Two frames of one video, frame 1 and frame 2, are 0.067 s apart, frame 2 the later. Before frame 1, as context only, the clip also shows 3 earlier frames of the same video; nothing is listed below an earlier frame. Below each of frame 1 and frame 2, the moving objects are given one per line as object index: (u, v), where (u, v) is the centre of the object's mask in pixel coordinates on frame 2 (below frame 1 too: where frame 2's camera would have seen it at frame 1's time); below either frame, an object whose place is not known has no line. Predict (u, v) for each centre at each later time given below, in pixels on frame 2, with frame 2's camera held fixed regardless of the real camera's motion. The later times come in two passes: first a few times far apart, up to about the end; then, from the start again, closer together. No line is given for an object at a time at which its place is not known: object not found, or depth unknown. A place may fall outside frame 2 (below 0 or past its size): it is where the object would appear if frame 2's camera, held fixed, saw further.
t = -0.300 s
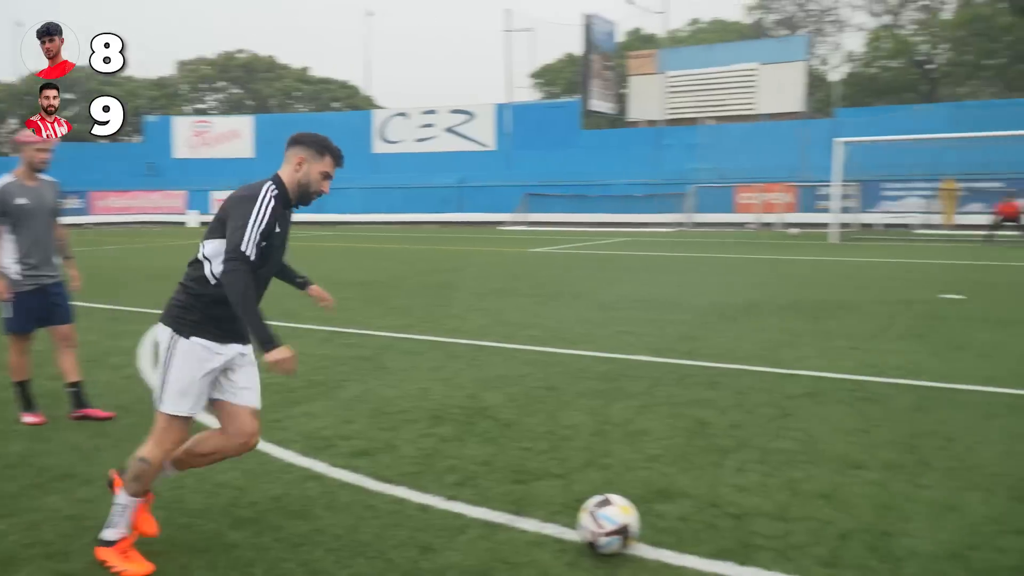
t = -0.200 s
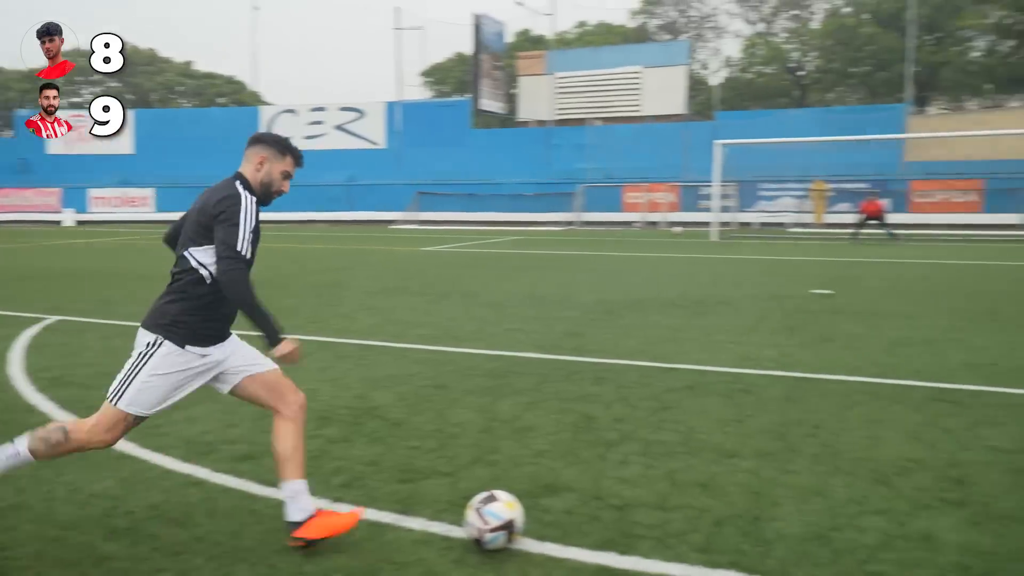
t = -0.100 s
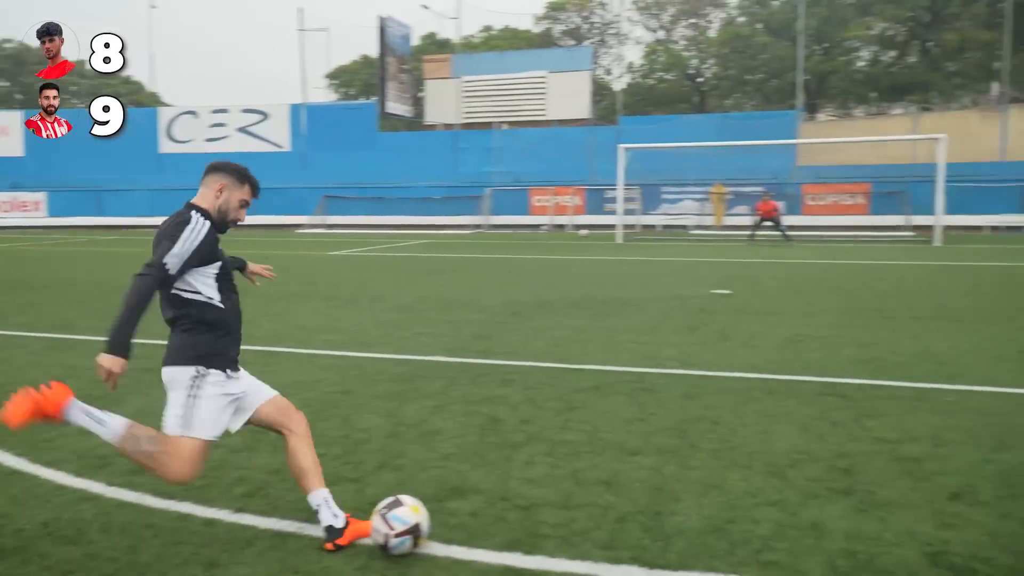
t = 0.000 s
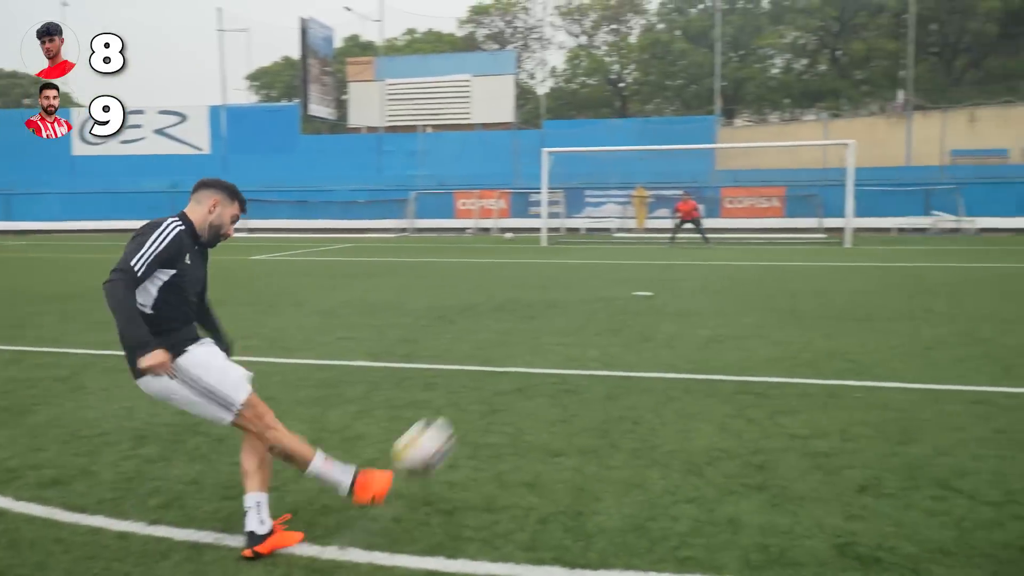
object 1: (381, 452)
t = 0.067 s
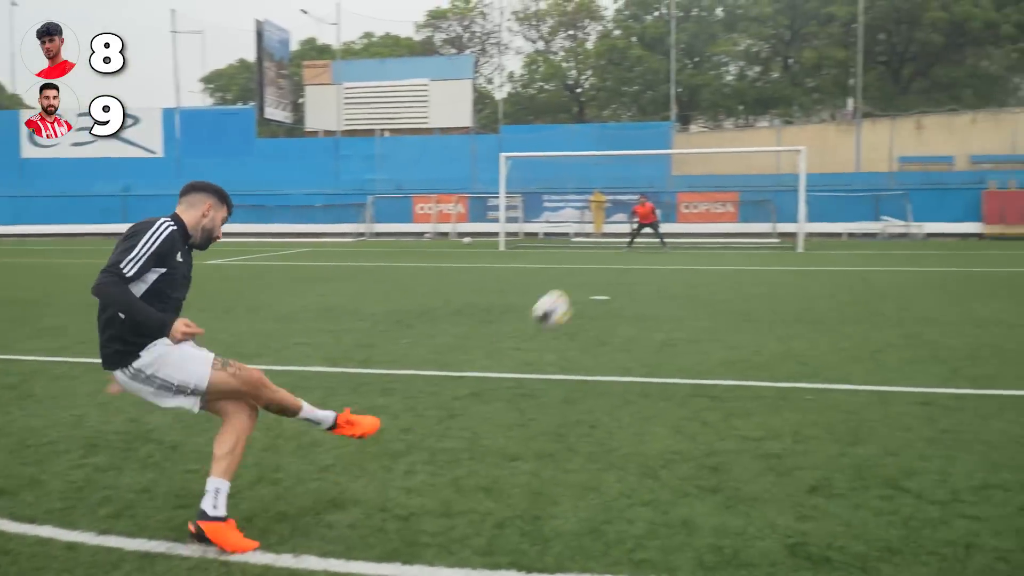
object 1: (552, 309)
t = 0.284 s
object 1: (723, 173)
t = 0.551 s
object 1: (756, 161)
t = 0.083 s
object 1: (580, 286)
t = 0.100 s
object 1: (602, 269)
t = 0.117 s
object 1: (622, 253)
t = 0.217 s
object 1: (697, 192)
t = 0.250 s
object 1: (712, 182)
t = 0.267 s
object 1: (718, 177)
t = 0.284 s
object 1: (723, 173)
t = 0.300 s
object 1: (728, 170)
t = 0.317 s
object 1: (732, 167)
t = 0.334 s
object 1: (736, 166)
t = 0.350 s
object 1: (740, 164)
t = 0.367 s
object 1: (742, 162)
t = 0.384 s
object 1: (745, 161)
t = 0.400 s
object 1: (747, 160)
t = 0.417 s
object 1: (749, 159)
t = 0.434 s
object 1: (751, 158)
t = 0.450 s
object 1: (752, 159)
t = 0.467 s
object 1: (753, 158)
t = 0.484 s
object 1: (754, 159)
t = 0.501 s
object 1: (755, 159)
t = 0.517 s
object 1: (755, 159)
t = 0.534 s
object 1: (756, 160)
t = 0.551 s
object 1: (756, 161)
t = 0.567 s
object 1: (756, 162)
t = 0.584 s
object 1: (756, 164)
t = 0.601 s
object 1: (756, 164)
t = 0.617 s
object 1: (756, 166)
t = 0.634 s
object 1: (756, 167)
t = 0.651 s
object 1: (755, 169)
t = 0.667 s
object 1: (755, 170)
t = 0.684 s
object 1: (754, 172)
